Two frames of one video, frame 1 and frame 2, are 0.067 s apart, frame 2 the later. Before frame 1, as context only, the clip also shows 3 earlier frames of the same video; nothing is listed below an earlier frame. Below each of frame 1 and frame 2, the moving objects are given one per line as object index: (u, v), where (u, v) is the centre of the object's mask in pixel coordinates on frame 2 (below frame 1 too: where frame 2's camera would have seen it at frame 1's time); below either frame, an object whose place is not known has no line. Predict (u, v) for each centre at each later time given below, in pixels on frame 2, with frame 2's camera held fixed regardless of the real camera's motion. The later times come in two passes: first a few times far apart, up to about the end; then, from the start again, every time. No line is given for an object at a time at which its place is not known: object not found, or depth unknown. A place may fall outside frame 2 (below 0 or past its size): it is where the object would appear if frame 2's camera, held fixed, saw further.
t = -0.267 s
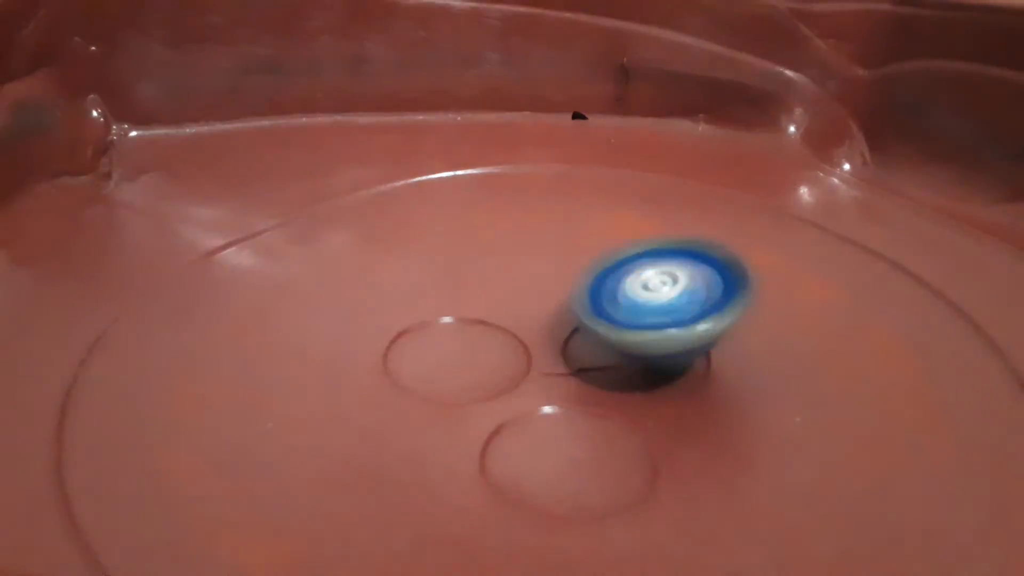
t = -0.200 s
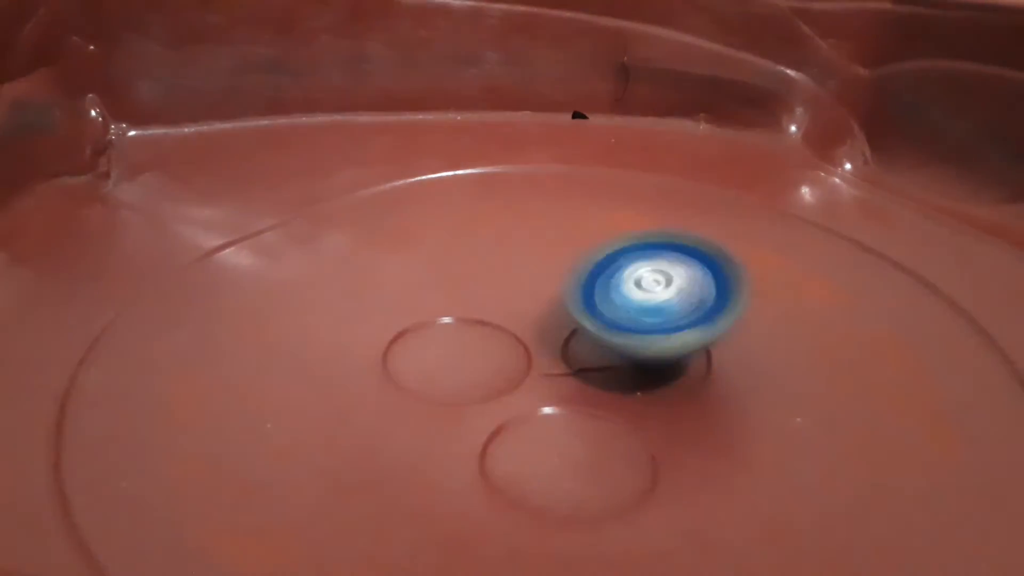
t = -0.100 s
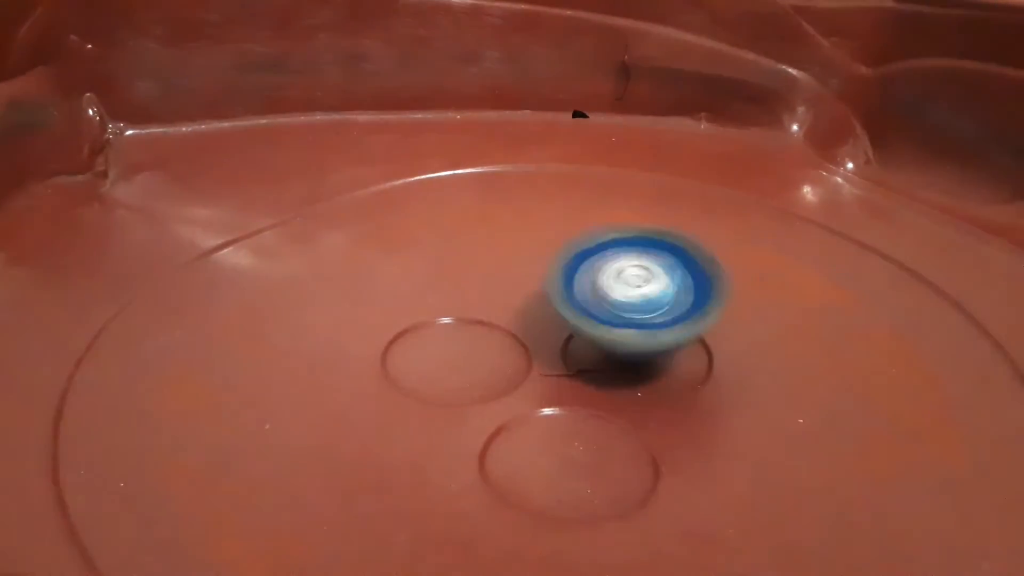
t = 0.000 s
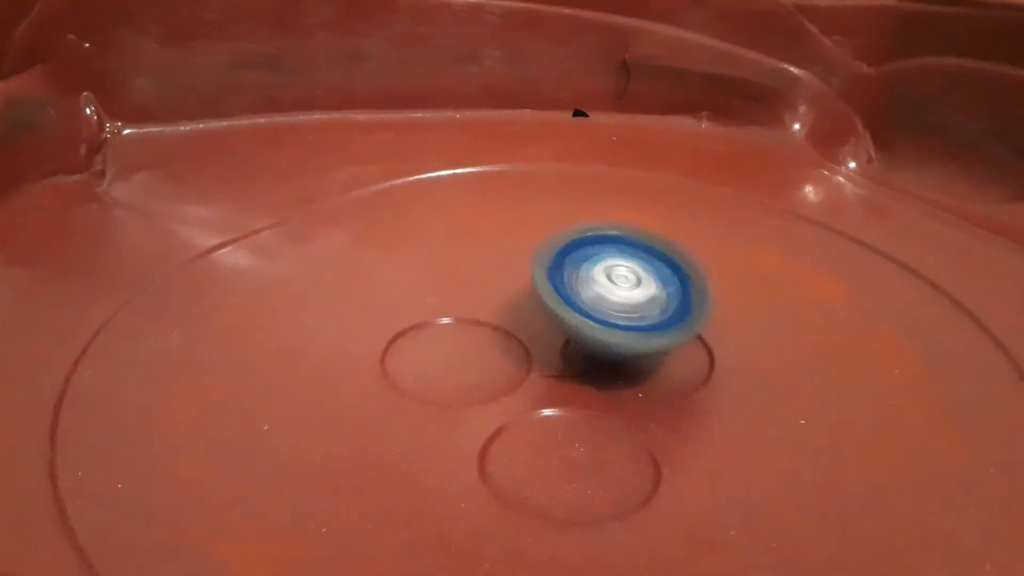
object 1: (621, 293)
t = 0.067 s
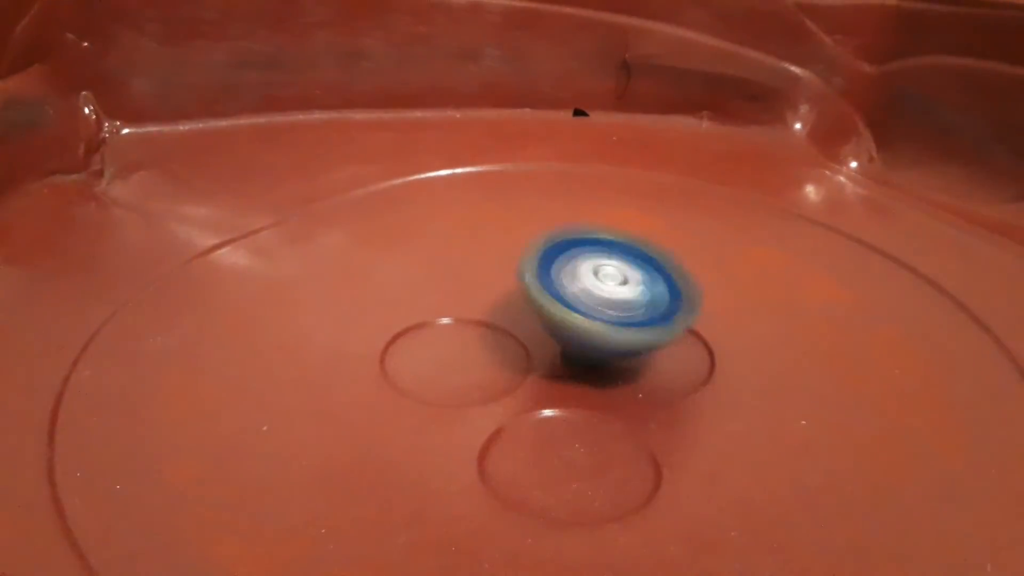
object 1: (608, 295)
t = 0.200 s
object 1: (602, 302)
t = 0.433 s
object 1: (648, 319)
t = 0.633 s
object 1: (680, 313)
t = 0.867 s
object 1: (645, 305)
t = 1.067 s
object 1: (607, 302)
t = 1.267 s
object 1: (618, 304)
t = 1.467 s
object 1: (673, 305)
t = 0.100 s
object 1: (605, 297)
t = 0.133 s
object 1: (601, 298)
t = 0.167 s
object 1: (600, 301)
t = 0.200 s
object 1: (602, 302)
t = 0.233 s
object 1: (606, 305)
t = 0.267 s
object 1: (611, 309)
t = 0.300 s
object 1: (619, 312)
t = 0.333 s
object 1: (632, 317)
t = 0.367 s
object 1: (636, 318)
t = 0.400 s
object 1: (641, 318)
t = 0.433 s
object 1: (648, 319)
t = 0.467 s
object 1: (657, 318)
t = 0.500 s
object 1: (666, 318)
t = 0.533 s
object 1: (669, 317)
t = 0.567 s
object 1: (675, 316)
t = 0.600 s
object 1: (677, 314)
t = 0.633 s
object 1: (680, 313)
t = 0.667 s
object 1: (675, 313)
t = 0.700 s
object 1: (673, 311)
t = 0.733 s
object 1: (671, 310)
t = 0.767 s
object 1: (663, 307)
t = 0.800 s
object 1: (656, 306)
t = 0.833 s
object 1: (649, 305)
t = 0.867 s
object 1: (645, 305)
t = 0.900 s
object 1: (642, 304)
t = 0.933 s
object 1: (632, 303)
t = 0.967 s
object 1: (625, 304)
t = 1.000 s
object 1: (619, 303)
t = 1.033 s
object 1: (615, 304)
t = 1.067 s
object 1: (607, 302)
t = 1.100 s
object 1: (600, 302)
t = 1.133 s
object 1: (600, 304)
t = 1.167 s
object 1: (601, 303)
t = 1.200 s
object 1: (603, 302)
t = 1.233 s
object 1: (607, 302)
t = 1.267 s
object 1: (618, 304)
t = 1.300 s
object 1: (631, 304)
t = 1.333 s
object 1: (636, 305)
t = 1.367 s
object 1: (643, 305)
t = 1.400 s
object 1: (653, 305)
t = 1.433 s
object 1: (664, 306)
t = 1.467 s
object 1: (673, 305)
